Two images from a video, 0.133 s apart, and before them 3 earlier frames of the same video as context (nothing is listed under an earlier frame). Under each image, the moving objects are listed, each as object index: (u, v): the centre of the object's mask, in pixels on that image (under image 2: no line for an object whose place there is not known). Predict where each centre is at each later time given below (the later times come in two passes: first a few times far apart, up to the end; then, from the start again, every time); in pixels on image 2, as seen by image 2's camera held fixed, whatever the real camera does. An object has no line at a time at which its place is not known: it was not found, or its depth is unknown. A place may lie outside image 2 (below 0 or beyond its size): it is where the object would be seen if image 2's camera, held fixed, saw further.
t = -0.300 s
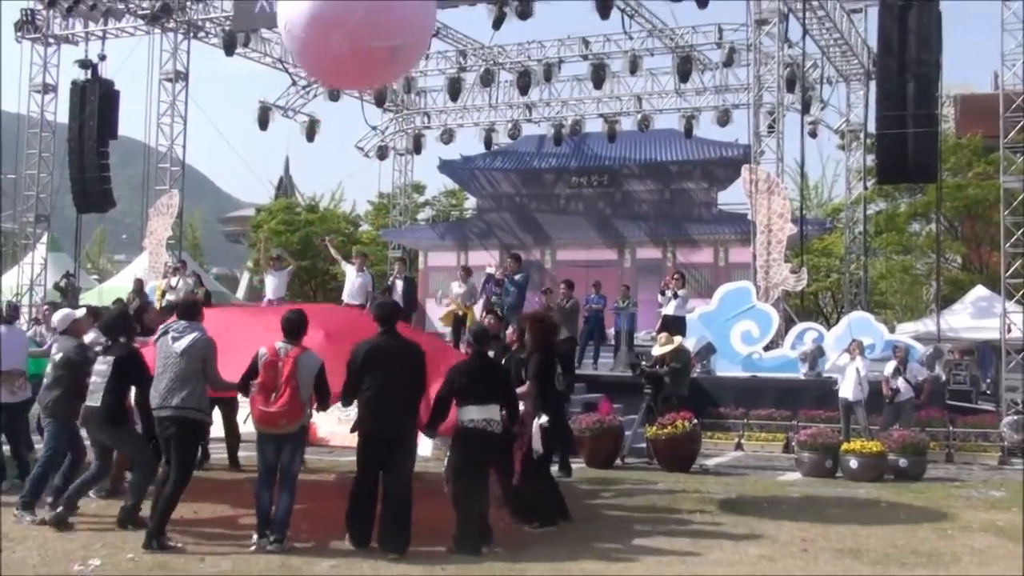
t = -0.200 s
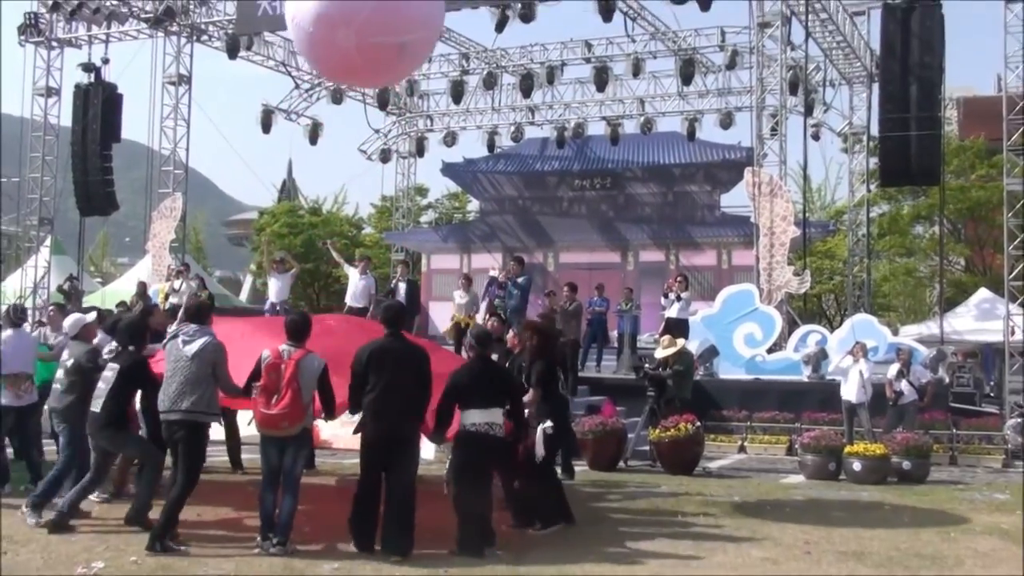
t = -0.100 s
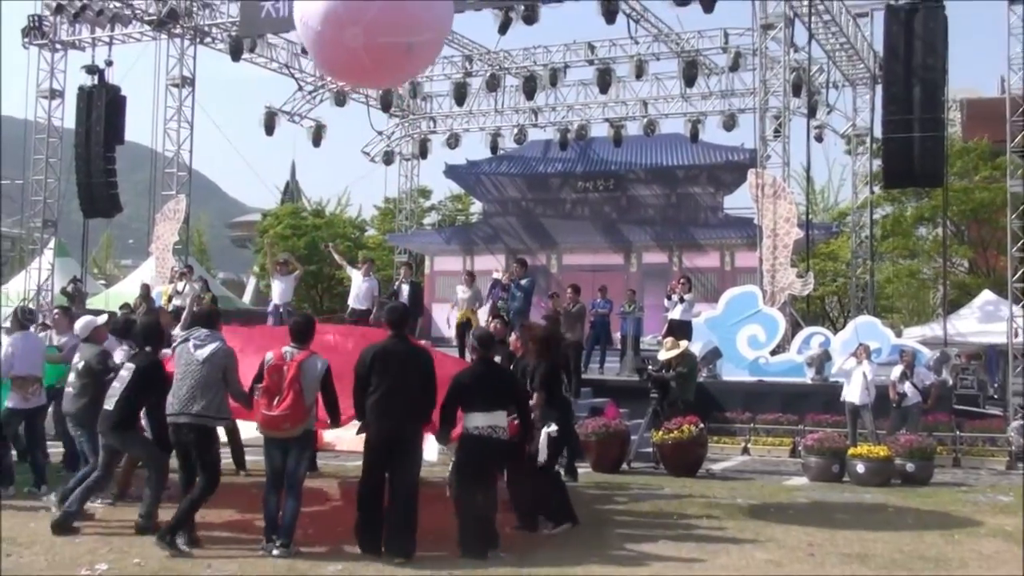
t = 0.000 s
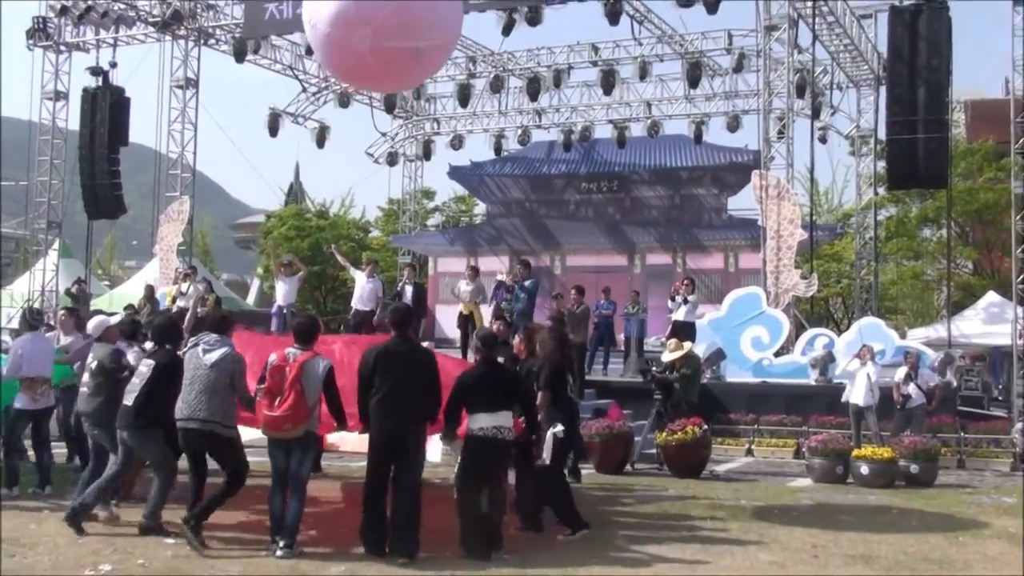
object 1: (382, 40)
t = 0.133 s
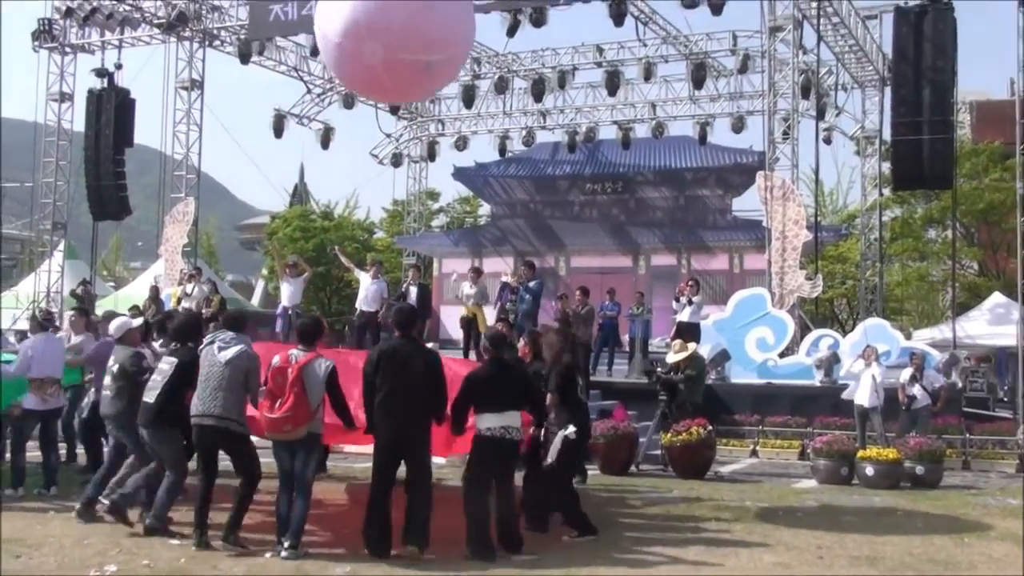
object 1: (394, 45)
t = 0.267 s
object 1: (402, 54)
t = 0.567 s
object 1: (418, 110)
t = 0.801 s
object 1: (429, 192)
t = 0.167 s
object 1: (396, 47)
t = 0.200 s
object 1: (398, 49)
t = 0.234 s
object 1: (400, 51)
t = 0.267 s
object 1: (402, 54)
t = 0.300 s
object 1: (403, 58)
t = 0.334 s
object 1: (406, 61)
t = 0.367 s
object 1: (407, 65)
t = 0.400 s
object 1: (409, 70)
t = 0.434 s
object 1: (411, 75)
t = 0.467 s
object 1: (413, 84)
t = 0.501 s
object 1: (414, 92)
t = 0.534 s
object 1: (416, 101)
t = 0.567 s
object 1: (418, 110)
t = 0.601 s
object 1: (419, 121)
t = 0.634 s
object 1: (421, 131)
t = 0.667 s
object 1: (422, 141)
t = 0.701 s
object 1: (424, 153)
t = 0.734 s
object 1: (426, 166)
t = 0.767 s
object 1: (428, 178)
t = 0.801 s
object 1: (429, 192)
